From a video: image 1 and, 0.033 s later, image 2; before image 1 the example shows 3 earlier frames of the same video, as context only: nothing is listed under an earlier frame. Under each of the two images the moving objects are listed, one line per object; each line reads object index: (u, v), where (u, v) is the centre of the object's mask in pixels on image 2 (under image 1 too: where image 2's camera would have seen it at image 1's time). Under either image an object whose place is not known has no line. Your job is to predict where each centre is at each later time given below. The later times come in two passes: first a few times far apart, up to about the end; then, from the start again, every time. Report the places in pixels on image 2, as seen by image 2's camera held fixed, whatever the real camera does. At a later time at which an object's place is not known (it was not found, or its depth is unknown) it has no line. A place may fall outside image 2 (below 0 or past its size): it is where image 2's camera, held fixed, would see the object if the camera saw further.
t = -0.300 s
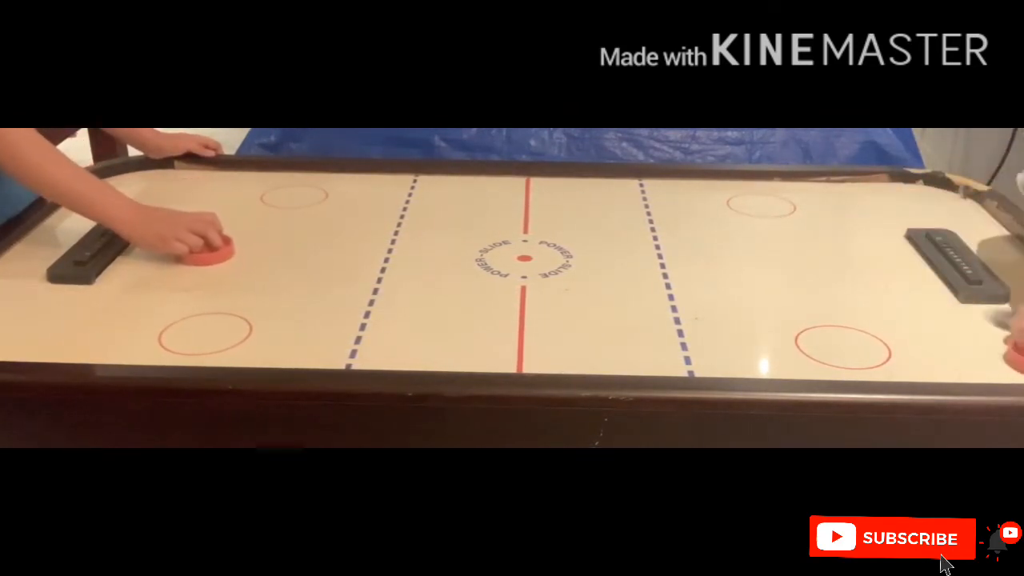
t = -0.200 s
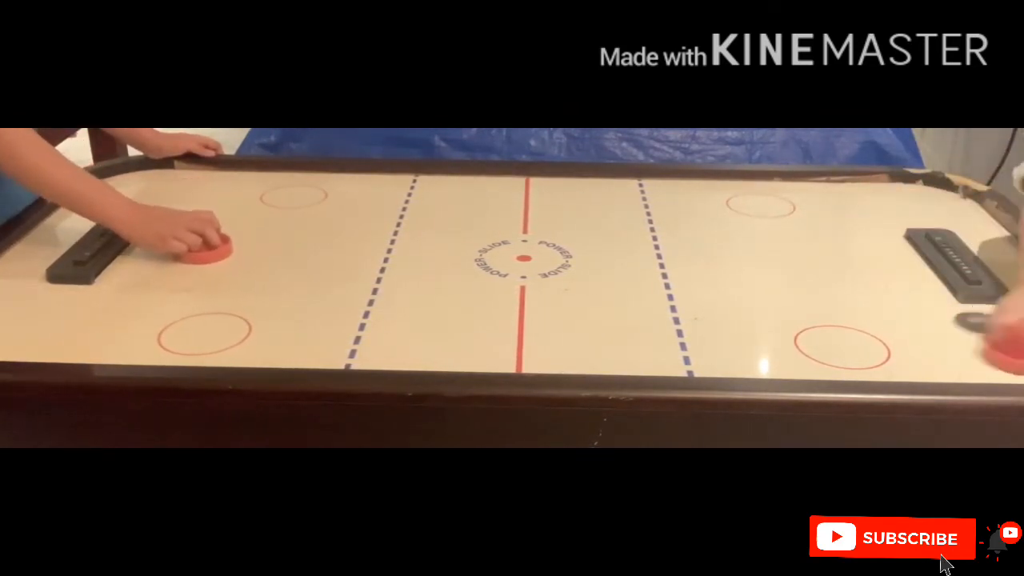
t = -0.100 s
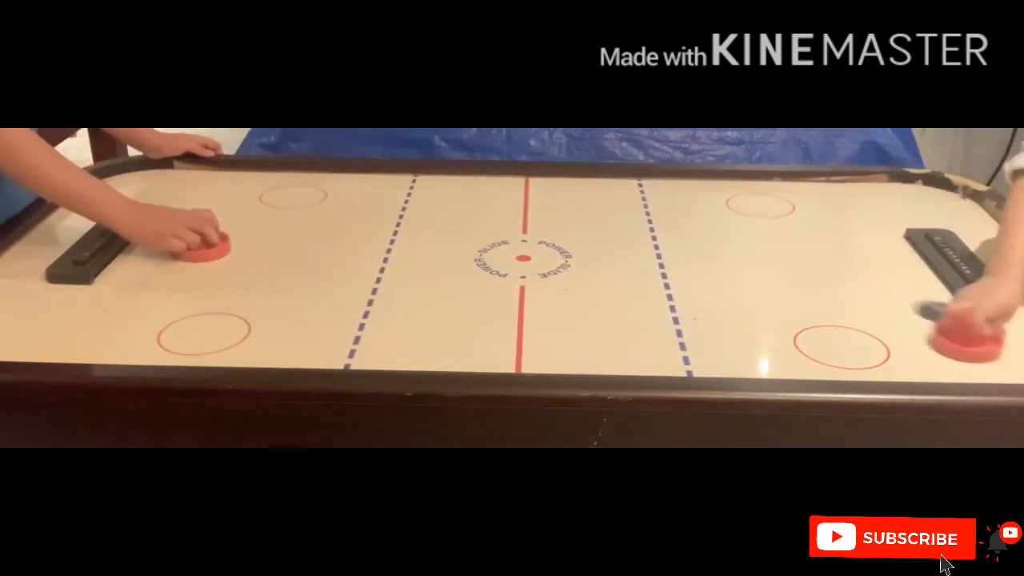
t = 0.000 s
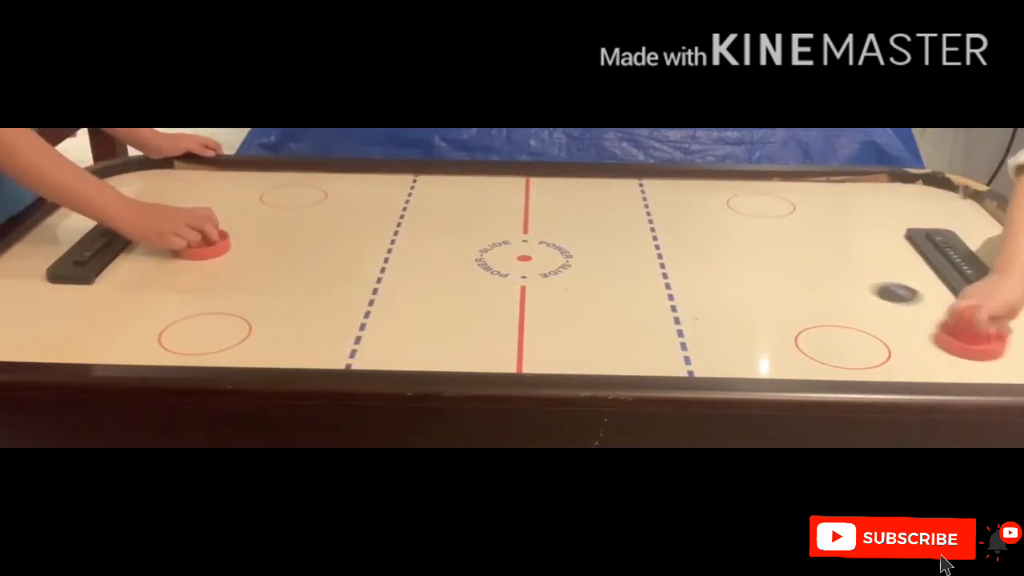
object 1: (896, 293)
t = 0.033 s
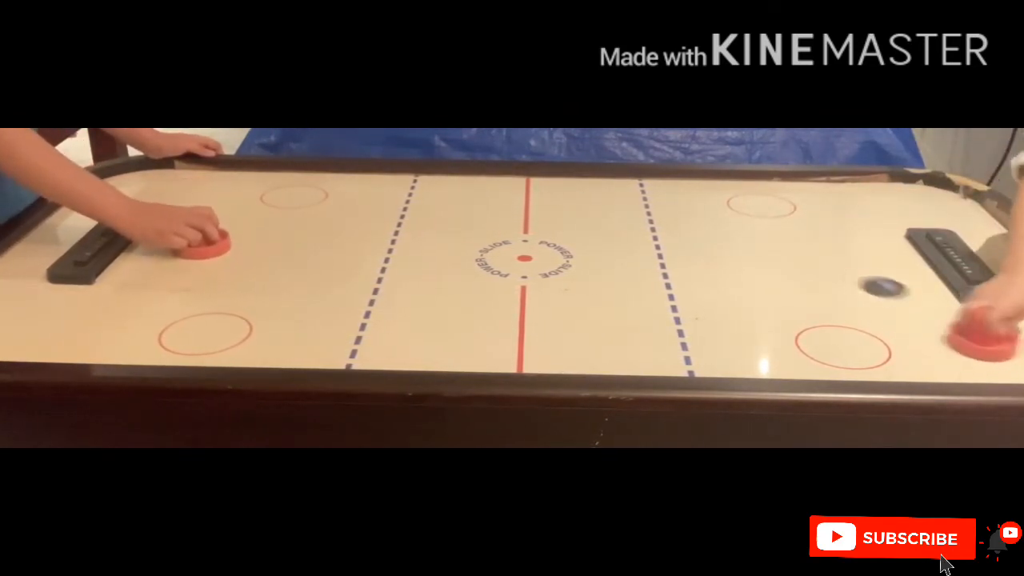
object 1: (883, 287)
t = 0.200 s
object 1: (821, 261)
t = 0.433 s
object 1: (749, 228)
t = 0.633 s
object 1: (698, 204)
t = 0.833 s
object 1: (654, 187)
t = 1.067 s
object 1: (627, 203)
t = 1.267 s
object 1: (602, 216)
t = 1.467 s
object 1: (575, 231)
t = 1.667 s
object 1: (548, 245)
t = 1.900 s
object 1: (517, 263)
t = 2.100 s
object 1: (491, 279)
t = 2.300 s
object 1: (466, 297)
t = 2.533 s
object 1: (435, 318)
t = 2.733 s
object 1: (407, 337)
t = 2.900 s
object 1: (383, 354)
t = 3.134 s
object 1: (360, 363)
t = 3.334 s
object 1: (357, 357)
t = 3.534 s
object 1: (358, 345)
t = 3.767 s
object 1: (360, 331)
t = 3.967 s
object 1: (364, 320)
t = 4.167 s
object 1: (370, 308)
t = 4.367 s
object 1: (377, 298)
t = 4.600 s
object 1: (387, 286)
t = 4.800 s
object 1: (396, 276)
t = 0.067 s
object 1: (870, 282)
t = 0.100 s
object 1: (857, 276)
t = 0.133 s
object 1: (845, 271)
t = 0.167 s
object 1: (834, 266)
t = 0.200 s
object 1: (821, 261)
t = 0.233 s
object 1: (810, 256)
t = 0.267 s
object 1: (800, 251)
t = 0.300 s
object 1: (789, 246)
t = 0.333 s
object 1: (778, 242)
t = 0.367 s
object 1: (769, 237)
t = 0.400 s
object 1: (759, 233)
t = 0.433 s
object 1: (749, 228)
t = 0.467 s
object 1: (740, 224)
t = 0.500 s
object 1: (731, 220)
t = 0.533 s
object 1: (722, 216)
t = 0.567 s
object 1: (713, 212)
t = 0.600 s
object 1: (705, 208)
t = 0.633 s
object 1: (698, 204)
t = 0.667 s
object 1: (689, 201)
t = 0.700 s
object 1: (682, 197)
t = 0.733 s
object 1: (674, 193)
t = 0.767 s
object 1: (667, 189)
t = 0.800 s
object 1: (659, 186)
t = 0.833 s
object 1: (654, 187)
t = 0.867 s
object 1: (650, 189)
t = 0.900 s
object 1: (647, 191)
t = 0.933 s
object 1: (643, 193)
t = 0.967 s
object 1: (639, 196)
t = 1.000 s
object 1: (634, 198)
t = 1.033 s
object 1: (630, 201)
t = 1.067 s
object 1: (627, 203)
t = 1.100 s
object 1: (622, 205)
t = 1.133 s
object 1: (619, 207)
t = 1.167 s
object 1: (614, 210)
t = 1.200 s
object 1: (610, 212)
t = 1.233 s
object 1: (606, 214)
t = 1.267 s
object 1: (602, 216)
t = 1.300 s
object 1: (597, 219)
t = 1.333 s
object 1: (593, 221)
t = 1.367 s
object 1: (588, 224)
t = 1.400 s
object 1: (584, 226)
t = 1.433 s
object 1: (579, 228)
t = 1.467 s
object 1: (575, 231)
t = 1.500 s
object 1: (570, 233)
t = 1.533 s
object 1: (566, 235)
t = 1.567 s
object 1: (561, 237)
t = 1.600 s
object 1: (557, 240)
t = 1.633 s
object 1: (552, 243)
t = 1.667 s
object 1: (548, 245)
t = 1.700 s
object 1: (544, 247)
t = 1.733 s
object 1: (540, 250)
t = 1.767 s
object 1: (535, 253)
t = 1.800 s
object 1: (530, 255)
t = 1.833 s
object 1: (526, 258)
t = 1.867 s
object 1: (522, 261)
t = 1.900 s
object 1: (517, 263)
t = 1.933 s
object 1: (513, 266)
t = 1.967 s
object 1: (508, 269)
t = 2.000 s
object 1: (505, 272)
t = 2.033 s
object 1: (500, 274)
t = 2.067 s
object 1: (496, 277)
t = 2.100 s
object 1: (491, 279)
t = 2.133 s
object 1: (488, 282)
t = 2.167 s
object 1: (483, 285)
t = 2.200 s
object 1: (478, 288)
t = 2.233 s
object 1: (474, 291)
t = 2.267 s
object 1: (470, 294)
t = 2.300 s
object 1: (466, 297)
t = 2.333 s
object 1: (461, 300)
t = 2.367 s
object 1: (457, 303)
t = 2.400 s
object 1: (453, 306)
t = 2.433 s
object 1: (448, 309)
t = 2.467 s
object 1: (444, 312)
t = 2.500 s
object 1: (439, 315)
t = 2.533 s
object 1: (435, 318)
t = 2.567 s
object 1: (430, 321)
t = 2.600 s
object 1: (425, 325)
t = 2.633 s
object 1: (421, 328)
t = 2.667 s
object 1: (416, 331)
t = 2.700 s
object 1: (412, 334)
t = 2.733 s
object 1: (407, 337)
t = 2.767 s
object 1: (403, 341)
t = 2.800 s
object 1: (398, 344)
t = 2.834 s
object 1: (393, 347)
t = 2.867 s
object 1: (388, 350)
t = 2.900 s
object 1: (383, 354)
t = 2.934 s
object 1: (379, 357)
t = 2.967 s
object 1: (374, 359)
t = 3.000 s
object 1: (370, 361)
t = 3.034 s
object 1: (366, 362)
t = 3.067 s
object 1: (362, 364)
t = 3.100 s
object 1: (361, 364)
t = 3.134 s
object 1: (360, 363)
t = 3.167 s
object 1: (359, 362)
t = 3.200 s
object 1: (359, 361)
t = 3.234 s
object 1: (359, 360)
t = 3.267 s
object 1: (358, 359)
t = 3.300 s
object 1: (358, 358)
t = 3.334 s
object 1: (357, 357)
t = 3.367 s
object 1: (357, 355)
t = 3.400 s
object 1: (357, 353)
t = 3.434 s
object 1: (357, 351)
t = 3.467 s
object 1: (357, 349)
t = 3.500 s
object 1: (357, 347)
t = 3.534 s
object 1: (358, 345)
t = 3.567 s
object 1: (358, 343)
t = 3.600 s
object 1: (358, 341)
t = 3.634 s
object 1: (359, 339)
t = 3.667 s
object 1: (359, 337)
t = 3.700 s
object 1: (359, 335)
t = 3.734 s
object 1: (360, 333)
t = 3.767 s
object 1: (360, 331)
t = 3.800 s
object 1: (361, 329)
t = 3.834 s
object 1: (361, 327)
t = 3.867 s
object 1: (362, 325)
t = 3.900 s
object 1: (363, 323)
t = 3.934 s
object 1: (364, 321)
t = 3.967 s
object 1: (364, 320)
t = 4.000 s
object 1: (365, 318)
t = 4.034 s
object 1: (366, 316)
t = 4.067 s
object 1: (367, 314)
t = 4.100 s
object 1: (368, 312)
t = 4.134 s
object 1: (369, 310)
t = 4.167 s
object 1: (370, 308)
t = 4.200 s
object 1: (371, 307)
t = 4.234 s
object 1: (372, 305)
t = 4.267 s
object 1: (373, 303)
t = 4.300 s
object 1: (374, 301)
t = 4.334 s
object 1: (376, 300)
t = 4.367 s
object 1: (377, 298)
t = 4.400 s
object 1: (378, 296)
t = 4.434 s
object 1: (380, 294)
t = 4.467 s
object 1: (381, 293)
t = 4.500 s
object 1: (382, 291)
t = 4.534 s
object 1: (384, 289)
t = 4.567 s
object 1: (386, 287)
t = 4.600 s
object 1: (387, 286)
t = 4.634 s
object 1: (389, 284)
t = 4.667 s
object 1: (390, 282)
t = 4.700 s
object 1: (391, 281)
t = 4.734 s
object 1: (394, 279)
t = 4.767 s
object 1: (395, 277)
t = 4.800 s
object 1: (396, 276)
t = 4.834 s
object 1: (398, 274)
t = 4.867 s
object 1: (400, 272)
